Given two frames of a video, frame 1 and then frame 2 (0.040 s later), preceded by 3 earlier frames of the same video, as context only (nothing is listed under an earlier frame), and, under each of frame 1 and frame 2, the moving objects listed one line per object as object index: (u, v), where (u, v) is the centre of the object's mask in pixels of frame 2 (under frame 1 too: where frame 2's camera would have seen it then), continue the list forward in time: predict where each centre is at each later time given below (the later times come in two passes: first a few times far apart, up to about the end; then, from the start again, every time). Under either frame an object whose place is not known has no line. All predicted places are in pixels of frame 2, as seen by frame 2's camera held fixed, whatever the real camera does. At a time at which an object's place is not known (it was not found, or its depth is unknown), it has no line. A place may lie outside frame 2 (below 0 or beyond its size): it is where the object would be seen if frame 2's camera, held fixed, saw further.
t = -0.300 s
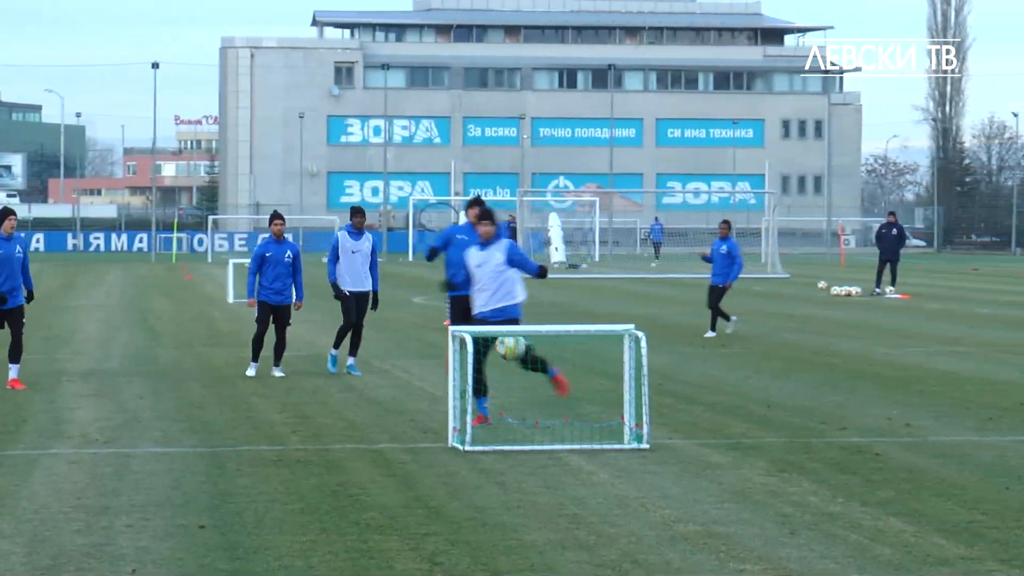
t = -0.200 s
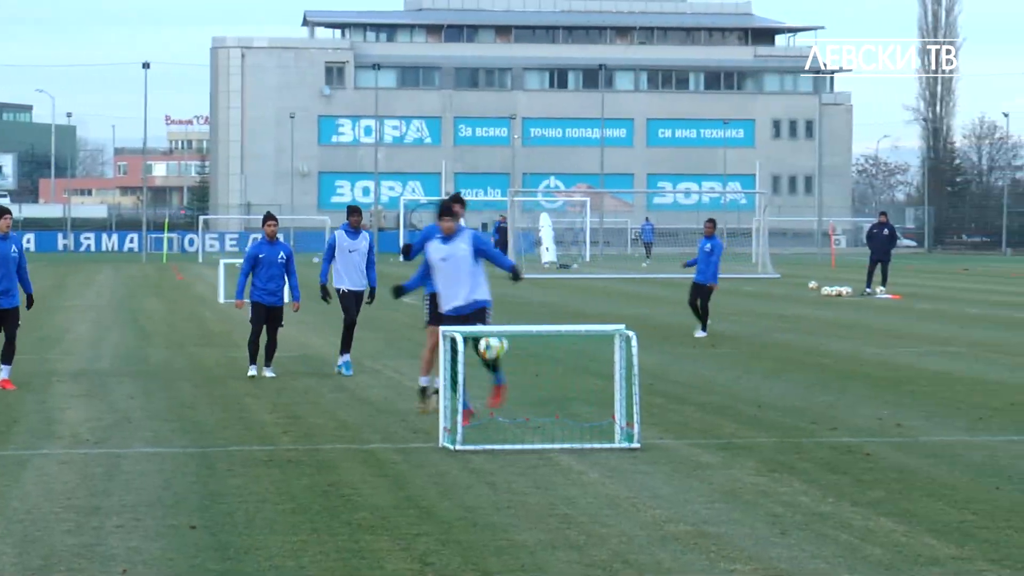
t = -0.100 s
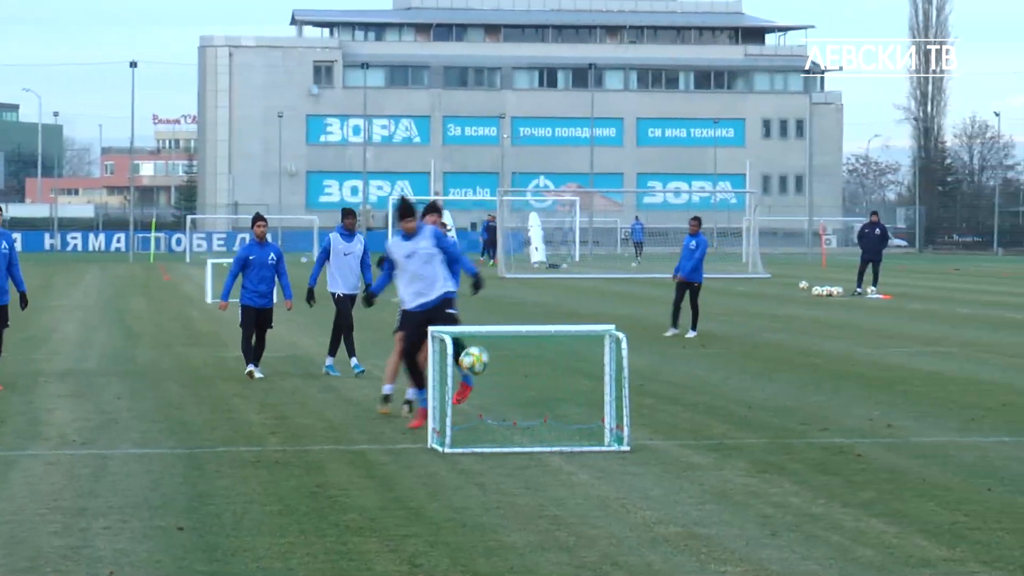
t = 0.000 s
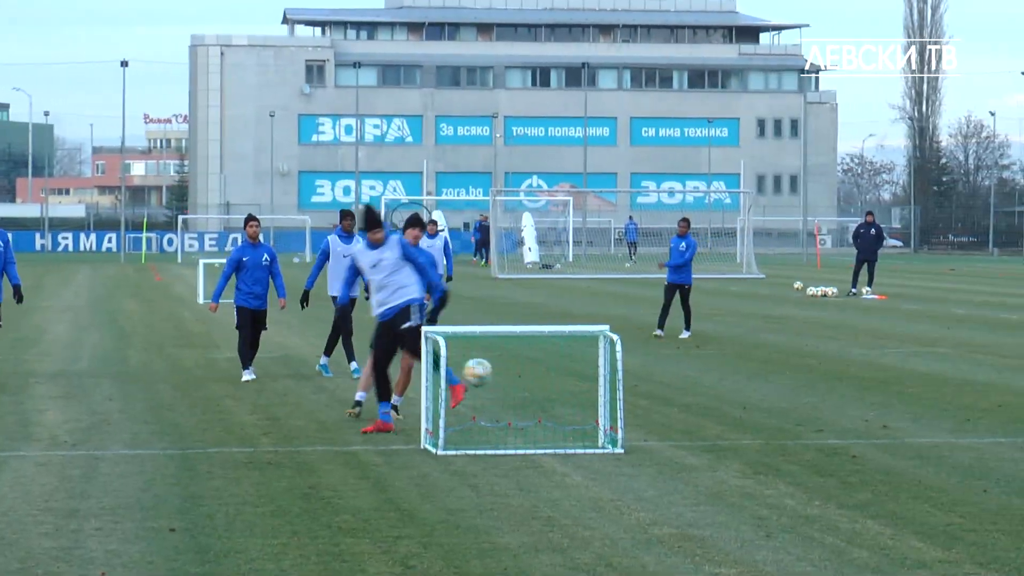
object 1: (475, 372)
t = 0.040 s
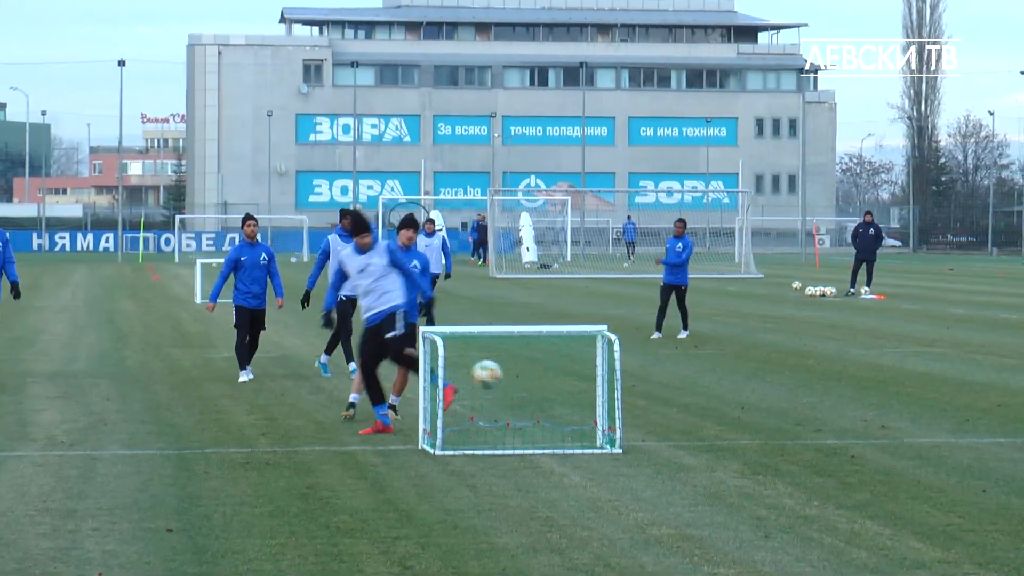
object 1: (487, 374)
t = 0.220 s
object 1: (541, 407)
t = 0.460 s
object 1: (597, 417)
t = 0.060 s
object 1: (493, 376)
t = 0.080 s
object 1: (499, 378)
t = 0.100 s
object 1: (504, 380)
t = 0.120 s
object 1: (510, 384)
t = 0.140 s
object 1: (516, 388)
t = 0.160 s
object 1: (522, 392)
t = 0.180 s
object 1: (529, 396)
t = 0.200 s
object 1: (535, 403)
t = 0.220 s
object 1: (541, 407)
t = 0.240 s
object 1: (548, 415)
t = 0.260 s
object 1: (555, 422)
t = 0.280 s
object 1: (561, 429)
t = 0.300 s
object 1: (566, 429)
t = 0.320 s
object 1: (570, 425)
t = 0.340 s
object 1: (574, 423)
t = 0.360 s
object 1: (578, 421)
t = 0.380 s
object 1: (582, 419)
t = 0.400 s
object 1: (586, 418)
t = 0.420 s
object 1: (589, 417)
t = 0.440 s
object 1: (593, 417)
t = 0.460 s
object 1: (597, 417)
